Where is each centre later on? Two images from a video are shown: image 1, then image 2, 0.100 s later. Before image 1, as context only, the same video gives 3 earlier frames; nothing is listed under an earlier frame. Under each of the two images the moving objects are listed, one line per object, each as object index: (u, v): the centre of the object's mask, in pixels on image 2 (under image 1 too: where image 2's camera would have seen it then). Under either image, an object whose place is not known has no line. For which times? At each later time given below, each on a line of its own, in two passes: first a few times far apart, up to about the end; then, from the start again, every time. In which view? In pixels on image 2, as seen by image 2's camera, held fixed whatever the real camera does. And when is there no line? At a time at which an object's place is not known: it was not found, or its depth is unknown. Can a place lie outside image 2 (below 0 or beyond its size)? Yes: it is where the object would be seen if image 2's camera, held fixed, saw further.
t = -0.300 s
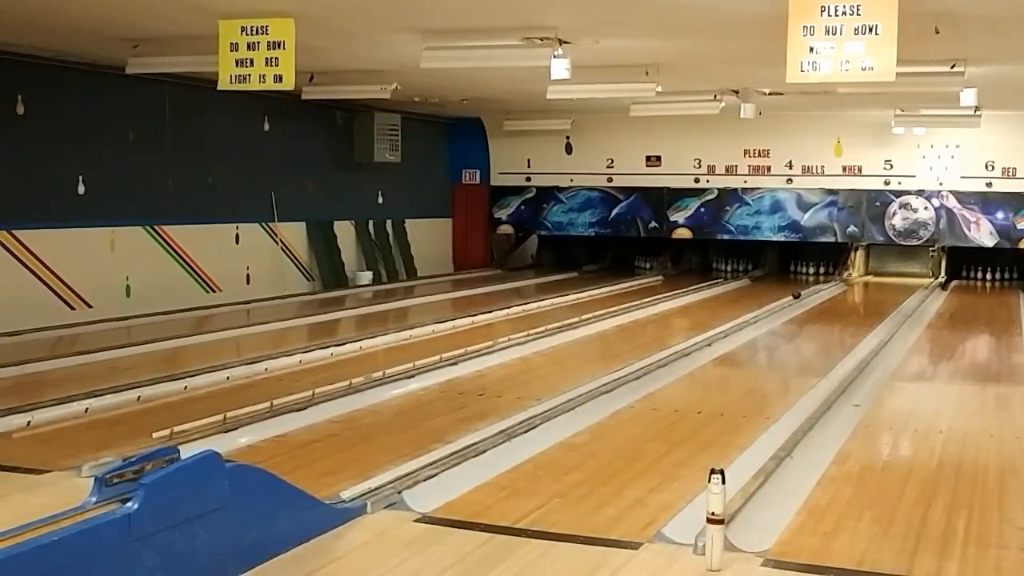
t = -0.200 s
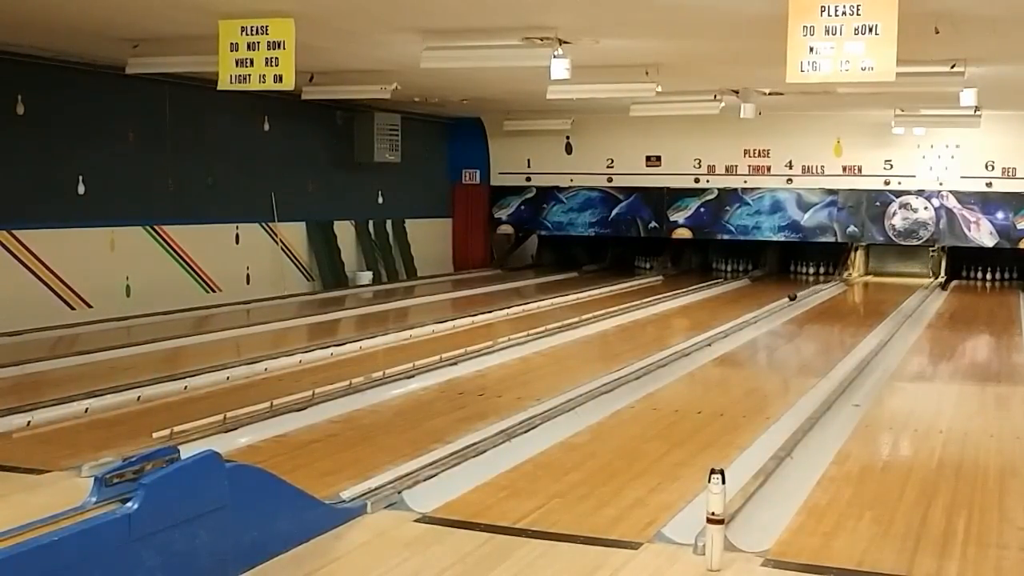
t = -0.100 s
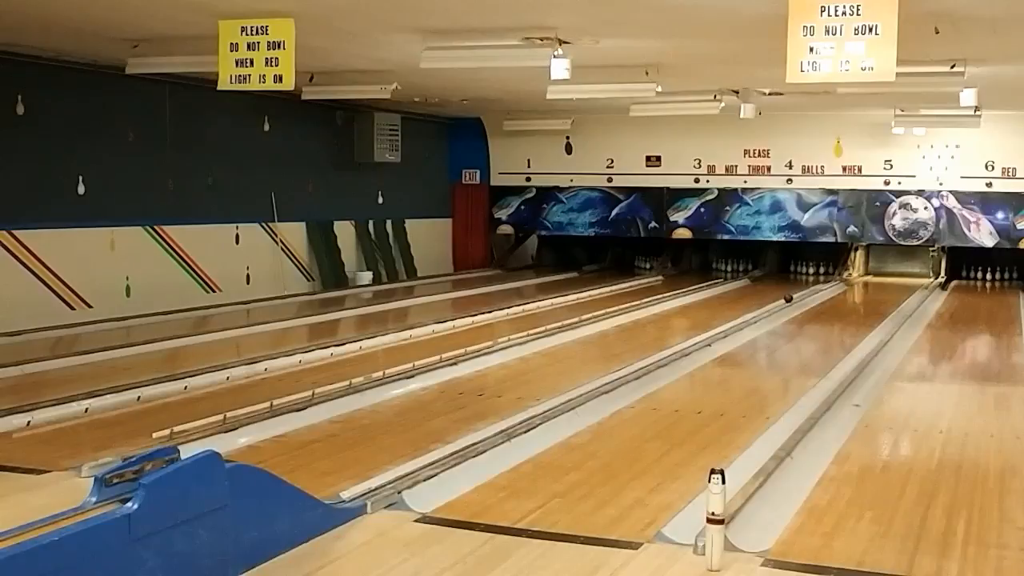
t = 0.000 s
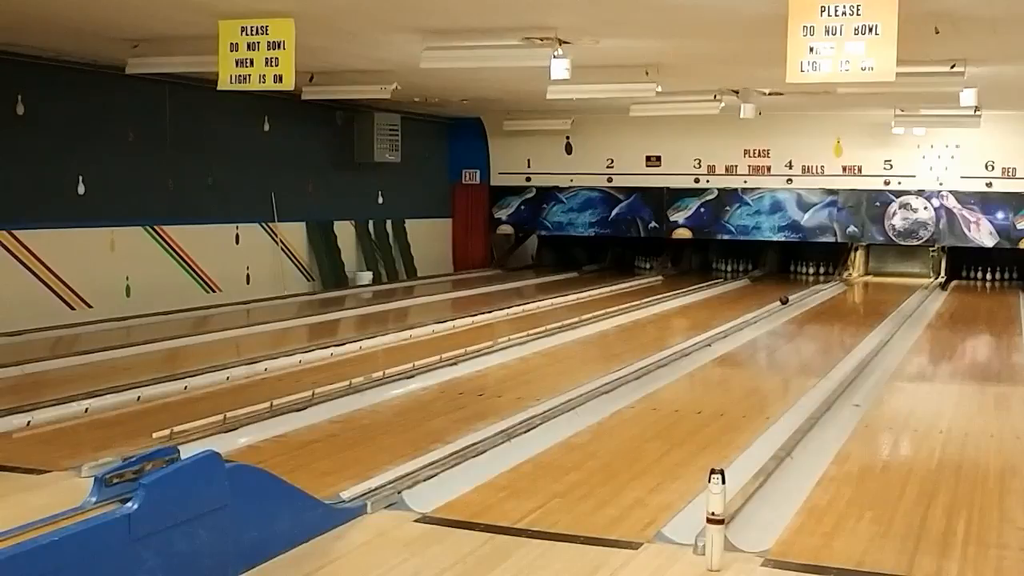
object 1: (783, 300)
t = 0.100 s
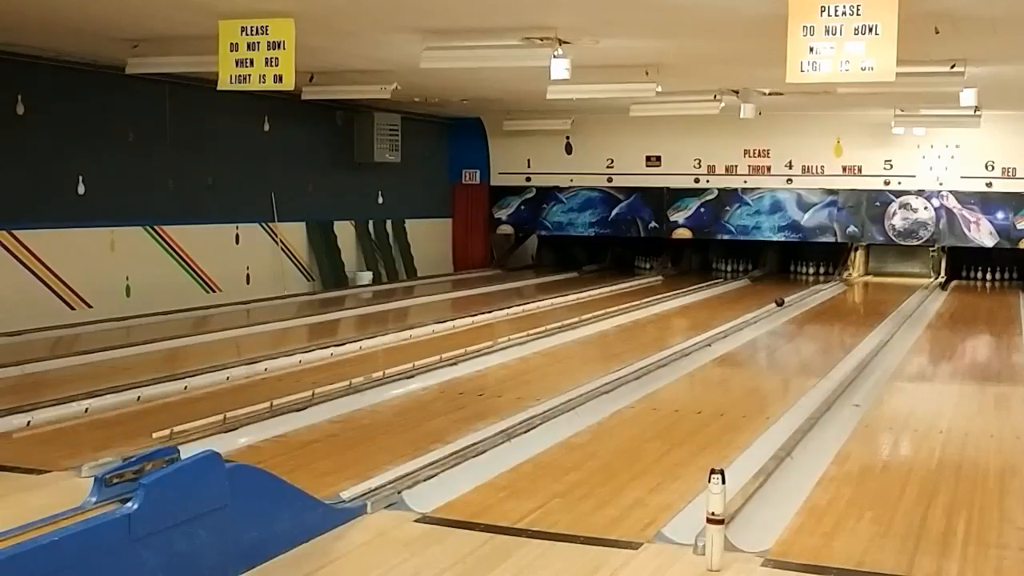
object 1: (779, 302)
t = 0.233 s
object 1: (773, 305)
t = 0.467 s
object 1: (762, 310)
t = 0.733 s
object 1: (748, 316)
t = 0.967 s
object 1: (734, 322)
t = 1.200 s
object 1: (719, 328)
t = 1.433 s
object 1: (703, 335)
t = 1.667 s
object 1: (684, 344)
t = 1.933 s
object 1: (660, 354)
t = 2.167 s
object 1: (637, 364)
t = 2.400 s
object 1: (610, 376)
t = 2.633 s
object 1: (579, 389)
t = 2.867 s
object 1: (544, 405)
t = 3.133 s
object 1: (495, 427)
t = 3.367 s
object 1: (443, 450)
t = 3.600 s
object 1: (380, 477)
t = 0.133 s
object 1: (778, 302)
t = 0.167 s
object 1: (776, 303)
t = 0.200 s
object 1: (774, 304)
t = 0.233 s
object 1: (773, 305)
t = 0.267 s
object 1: (771, 305)
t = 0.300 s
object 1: (770, 306)
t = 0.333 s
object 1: (768, 307)
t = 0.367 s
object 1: (767, 307)
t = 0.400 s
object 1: (765, 308)
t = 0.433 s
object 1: (763, 309)
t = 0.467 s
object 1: (762, 310)
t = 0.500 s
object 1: (760, 311)
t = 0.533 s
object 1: (758, 311)
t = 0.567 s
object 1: (756, 312)
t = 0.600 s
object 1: (755, 313)
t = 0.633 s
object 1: (753, 313)
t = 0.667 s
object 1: (752, 314)
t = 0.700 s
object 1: (749, 315)
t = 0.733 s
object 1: (748, 316)
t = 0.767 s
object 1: (746, 317)
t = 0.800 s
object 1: (744, 318)
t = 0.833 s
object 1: (742, 318)
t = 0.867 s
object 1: (740, 319)
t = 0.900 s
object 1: (738, 320)
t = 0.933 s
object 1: (736, 321)
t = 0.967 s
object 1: (734, 322)
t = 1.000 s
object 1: (732, 323)
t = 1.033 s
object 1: (730, 324)
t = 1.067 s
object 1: (728, 325)
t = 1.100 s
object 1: (726, 326)
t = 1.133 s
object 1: (724, 326)
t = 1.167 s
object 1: (722, 327)
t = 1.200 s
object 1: (719, 328)
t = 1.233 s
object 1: (717, 329)
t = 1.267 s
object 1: (714, 330)
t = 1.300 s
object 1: (712, 331)
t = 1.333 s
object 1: (710, 332)
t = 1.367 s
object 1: (707, 333)
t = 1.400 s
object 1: (705, 335)
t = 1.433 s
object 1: (703, 335)
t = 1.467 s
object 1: (700, 337)
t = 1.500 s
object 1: (698, 338)
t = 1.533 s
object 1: (695, 339)
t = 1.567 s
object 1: (693, 340)
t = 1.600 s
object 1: (690, 341)
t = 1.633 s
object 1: (687, 342)
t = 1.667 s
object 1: (684, 344)
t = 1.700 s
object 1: (682, 345)
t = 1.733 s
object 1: (679, 346)
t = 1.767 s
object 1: (676, 347)
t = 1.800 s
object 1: (672, 348)
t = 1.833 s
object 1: (669, 350)
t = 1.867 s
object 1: (667, 351)
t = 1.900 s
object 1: (663, 353)
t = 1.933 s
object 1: (660, 354)
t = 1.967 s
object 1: (657, 355)
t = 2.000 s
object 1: (654, 357)
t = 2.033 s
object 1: (651, 358)
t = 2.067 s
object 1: (648, 359)
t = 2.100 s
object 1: (644, 361)
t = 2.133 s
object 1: (641, 363)
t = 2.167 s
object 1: (637, 364)
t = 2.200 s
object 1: (633, 366)
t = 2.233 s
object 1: (630, 368)
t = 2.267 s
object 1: (626, 369)
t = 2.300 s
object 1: (622, 371)
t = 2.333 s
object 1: (618, 372)
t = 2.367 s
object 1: (614, 374)
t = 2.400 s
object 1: (610, 376)
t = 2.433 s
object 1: (606, 378)
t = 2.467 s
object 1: (602, 380)
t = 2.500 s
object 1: (597, 381)
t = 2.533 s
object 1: (593, 383)
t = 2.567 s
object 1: (588, 385)
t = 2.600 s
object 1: (583, 387)
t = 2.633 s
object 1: (579, 389)
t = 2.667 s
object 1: (574, 391)
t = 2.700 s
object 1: (569, 394)
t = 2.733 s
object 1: (564, 396)
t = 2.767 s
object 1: (559, 398)
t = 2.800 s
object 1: (554, 401)
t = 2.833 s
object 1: (549, 403)
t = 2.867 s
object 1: (544, 405)
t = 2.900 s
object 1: (538, 408)
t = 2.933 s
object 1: (532, 410)
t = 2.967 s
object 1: (526, 413)
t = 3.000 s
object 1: (520, 416)
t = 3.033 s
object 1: (514, 419)
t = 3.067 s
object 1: (507, 421)
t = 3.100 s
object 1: (501, 425)
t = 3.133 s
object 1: (495, 427)
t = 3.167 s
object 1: (488, 430)
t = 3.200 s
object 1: (480, 433)
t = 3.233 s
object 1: (473, 437)
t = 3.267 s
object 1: (466, 440)
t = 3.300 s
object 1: (459, 443)
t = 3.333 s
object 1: (451, 446)
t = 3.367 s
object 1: (443, 450)
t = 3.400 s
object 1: (434, 453)
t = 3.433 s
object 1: (426, 457)
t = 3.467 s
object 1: (418, 461)
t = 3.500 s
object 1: (409, 465)
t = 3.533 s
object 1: (399, 469)
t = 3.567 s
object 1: (390, 473)
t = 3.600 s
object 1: (380, 477)
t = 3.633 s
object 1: (370, 481)
